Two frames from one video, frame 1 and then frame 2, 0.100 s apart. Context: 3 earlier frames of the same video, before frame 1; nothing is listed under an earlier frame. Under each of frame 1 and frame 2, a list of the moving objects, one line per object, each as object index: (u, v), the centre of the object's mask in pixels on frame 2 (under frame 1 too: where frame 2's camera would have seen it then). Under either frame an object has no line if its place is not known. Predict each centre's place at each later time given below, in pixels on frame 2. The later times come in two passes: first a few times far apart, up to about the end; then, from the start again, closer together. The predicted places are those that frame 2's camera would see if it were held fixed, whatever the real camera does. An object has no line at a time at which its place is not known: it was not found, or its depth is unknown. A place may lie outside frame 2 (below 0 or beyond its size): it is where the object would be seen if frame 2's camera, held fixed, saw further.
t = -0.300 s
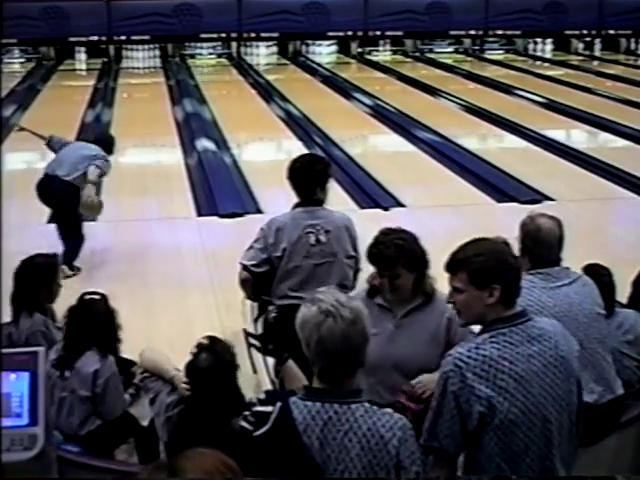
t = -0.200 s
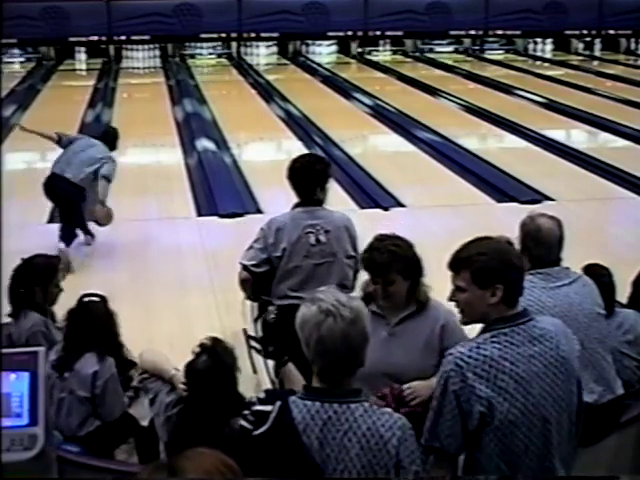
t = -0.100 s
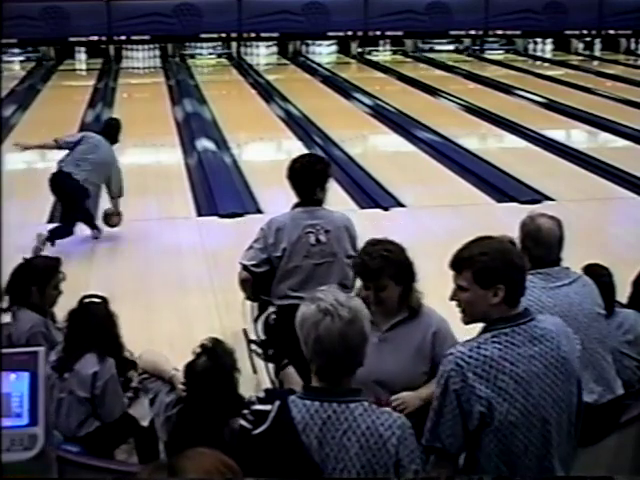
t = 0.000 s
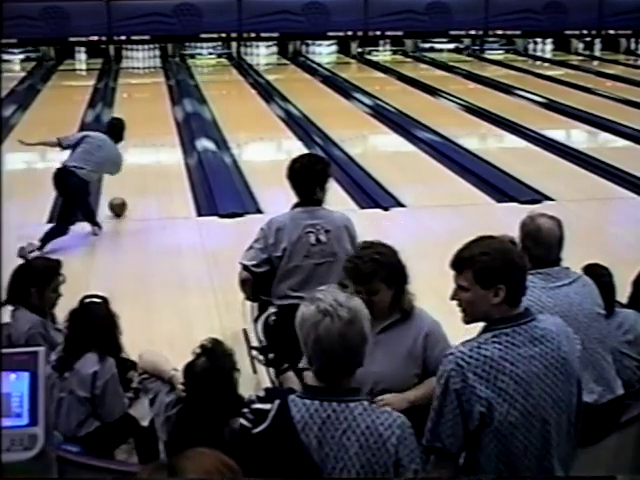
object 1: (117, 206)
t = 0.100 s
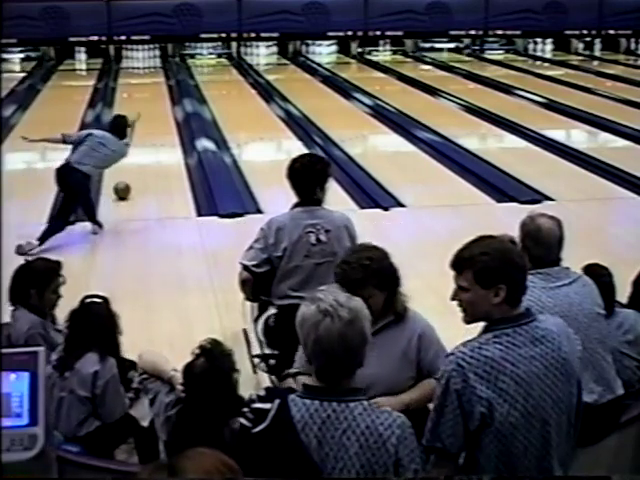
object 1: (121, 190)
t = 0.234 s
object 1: (127, 171)
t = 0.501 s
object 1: (135, 142)
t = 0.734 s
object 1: (140, 123)
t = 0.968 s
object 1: (142, 107)
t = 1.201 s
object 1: (145, 95)
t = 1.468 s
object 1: (147, 82)
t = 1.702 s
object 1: (147, 75)
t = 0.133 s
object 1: (123, 185)
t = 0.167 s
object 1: (124, 180)
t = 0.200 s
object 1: (126, 176)
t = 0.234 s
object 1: (127, 171)
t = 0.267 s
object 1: (128, 167)
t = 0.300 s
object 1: (129, 164)
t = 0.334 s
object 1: (131, 162)
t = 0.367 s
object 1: (133, 159)
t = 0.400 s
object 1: (135, 152)
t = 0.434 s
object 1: (137, 148)
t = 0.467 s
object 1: (135, 145)
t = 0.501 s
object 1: (135, 142)
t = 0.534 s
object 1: (136, 139)
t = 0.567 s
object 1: (137, 137)
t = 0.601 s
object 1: (138, 134)
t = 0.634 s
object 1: (138, 131)
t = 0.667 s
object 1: (139, 128)
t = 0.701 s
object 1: (140, 126)
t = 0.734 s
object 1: (140, 123)
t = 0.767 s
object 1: (141, 121)
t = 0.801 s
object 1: (141, 119)
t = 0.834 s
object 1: (142, 116)
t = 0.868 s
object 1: (142, 113)
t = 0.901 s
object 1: (141, 111)
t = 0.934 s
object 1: (142, 109)
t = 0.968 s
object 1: (142, 107)
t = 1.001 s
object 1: (143, 106)
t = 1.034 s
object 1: (143, 104)
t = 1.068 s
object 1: (144, 101)
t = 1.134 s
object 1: (145, 98)
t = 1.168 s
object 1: (145, 96)
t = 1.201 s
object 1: (145, 95)
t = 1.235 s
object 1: (145, 93)
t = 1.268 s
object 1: (146, 92)
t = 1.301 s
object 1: (146, 90)
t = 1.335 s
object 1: (146, 88)
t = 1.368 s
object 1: (146, 87)
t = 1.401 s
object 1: (146, 85)
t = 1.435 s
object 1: (147, 84)
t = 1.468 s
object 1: (147, 82)
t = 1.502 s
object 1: (147, 81)
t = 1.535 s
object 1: (147, 80)
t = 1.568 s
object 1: (147, 79)
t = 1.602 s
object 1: (147, 77)
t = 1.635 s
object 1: (147, 77)
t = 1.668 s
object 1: (147, 76)
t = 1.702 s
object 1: (147, 75)
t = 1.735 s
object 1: (147, 74)
